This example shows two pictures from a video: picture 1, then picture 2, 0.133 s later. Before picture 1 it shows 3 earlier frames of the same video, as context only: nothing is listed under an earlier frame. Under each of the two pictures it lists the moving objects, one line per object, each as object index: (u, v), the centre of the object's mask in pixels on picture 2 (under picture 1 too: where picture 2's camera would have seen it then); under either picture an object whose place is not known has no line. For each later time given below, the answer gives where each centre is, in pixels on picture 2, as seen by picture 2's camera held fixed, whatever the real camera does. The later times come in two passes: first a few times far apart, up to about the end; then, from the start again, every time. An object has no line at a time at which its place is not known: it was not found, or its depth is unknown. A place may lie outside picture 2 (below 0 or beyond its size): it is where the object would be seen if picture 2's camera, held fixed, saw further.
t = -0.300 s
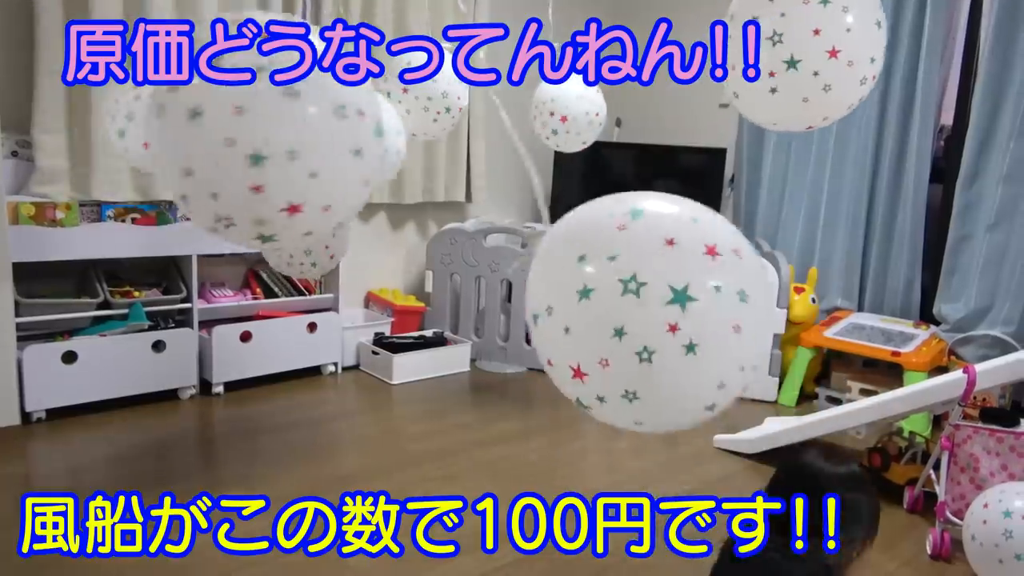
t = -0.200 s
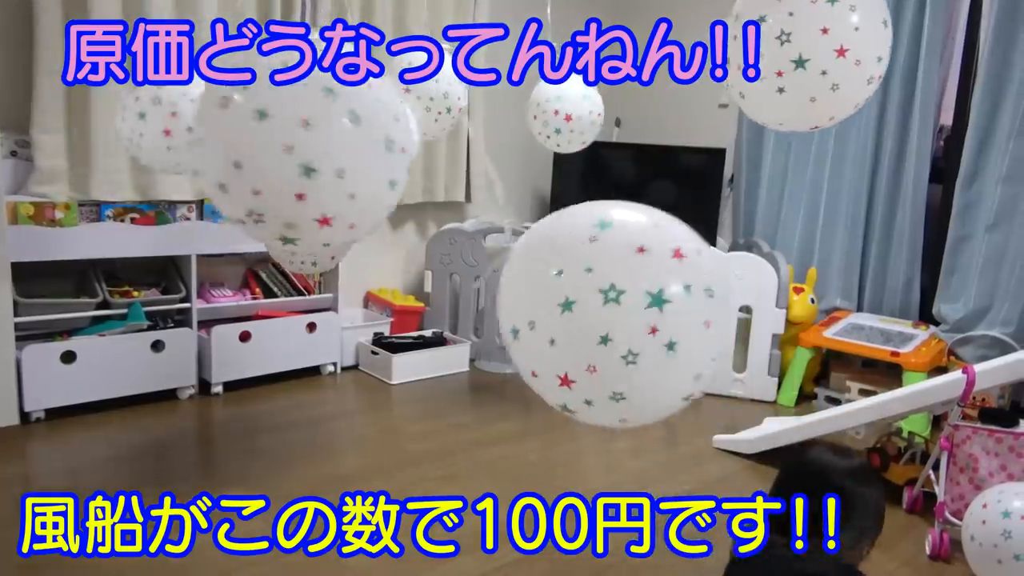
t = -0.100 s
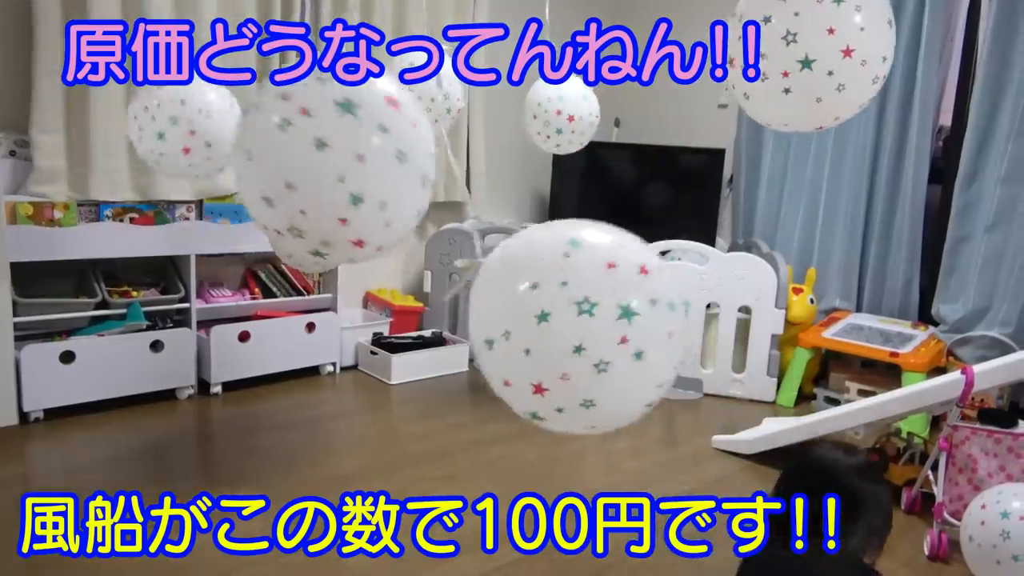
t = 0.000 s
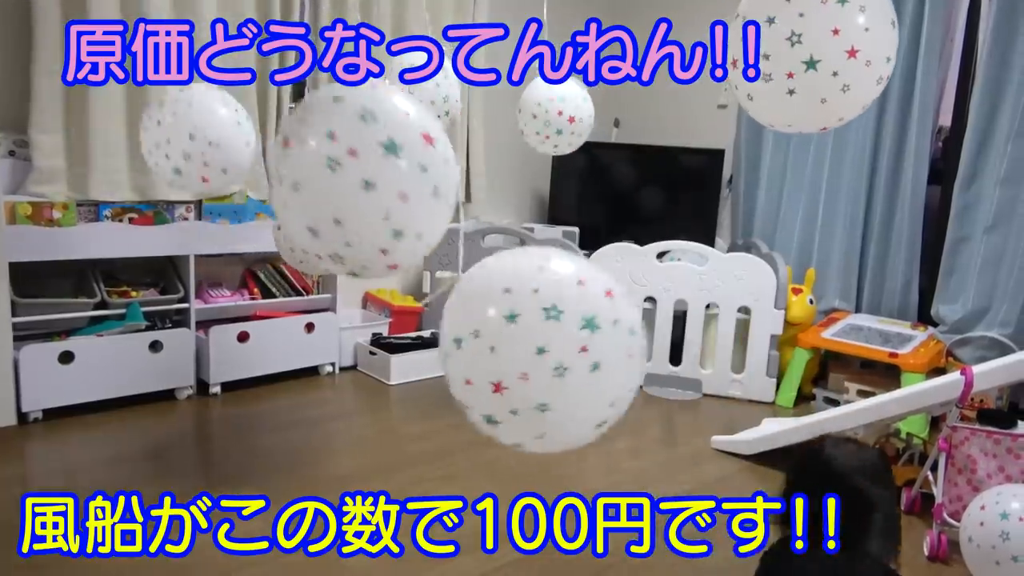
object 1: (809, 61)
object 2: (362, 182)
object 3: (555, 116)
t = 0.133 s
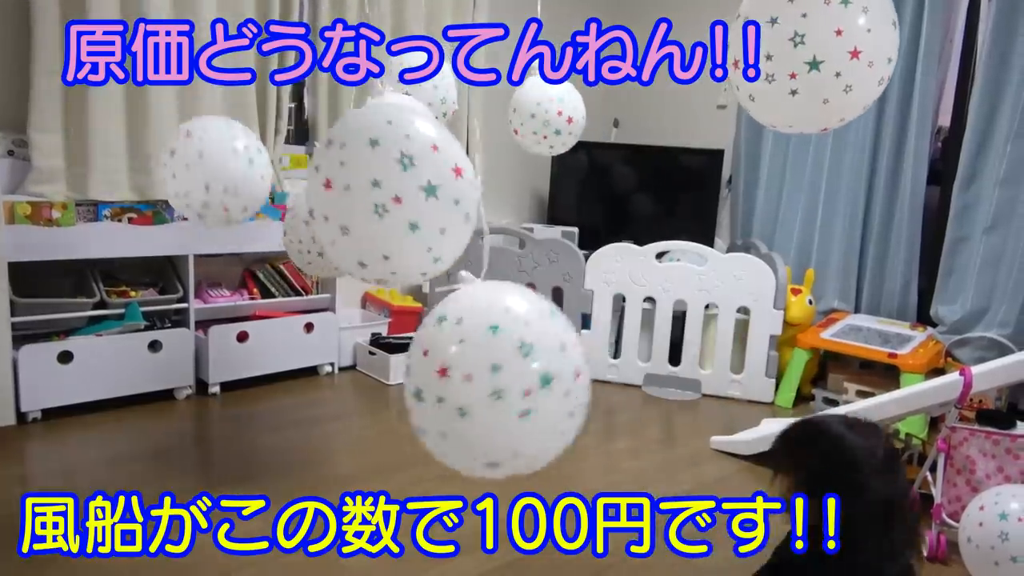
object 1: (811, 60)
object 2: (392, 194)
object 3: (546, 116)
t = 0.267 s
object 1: (810, 60)
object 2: (405, 195)
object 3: (537, 116)
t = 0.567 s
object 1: (802, 60)
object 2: (396, 198)
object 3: (512, 117)
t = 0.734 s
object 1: (793, 60)
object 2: (388, 207)
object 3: (495, 117)
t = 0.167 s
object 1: (811, 60)
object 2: (397, 195)
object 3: (544, 116)
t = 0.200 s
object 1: (811, 60)
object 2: (400, 196)
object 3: (542, 116)
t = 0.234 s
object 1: (811, 60)
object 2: (405, 200)
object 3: (539, 116)
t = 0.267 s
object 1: (810, 60)
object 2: (405, 195)
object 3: (537, 116)
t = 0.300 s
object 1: (810, 60)
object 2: (405, 192)
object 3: (535, 116)
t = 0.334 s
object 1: (809, 60)
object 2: (404, 189)
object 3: (531, 116)
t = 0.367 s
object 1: (808, 60)
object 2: (403, 188)
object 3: (529, 116)
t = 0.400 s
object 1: (807, 60)
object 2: (402, 188)
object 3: (527, 116)
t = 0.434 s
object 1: (806, 60)
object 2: (401, 188)
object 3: (523, 116)
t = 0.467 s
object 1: (805, 60)
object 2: (400, 190)
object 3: (521, 116)
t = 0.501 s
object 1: (804, 60)
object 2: (398, 191)
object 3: (518, 116)
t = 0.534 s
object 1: (803, 60)
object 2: (396, 194)
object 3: (515, 117)
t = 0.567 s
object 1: (802, 60)
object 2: (396, 198)
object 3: (512, 117)
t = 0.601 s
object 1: (800, 60)
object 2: (394, 200)
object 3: (509, 117)
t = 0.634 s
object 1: (799, 60)
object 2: (392, 203)
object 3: (505, 117)
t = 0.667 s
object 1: (797, 60)
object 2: (390, 205)
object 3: (503, 116)
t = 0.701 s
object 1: (795, 60)
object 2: (389, 207)
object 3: (499, 116)
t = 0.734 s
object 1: (793, 60)
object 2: (388, 207)
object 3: (495, 117)
